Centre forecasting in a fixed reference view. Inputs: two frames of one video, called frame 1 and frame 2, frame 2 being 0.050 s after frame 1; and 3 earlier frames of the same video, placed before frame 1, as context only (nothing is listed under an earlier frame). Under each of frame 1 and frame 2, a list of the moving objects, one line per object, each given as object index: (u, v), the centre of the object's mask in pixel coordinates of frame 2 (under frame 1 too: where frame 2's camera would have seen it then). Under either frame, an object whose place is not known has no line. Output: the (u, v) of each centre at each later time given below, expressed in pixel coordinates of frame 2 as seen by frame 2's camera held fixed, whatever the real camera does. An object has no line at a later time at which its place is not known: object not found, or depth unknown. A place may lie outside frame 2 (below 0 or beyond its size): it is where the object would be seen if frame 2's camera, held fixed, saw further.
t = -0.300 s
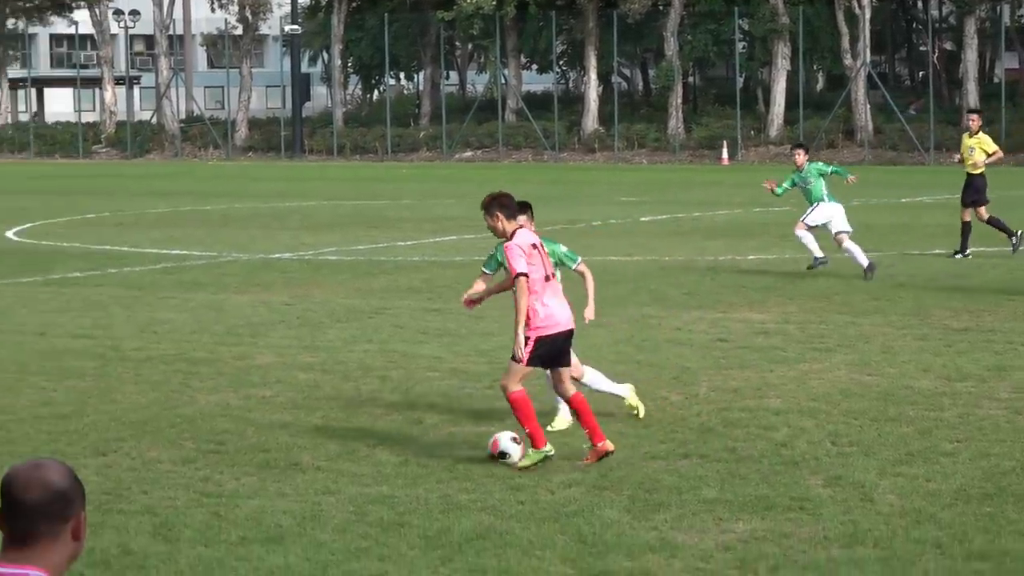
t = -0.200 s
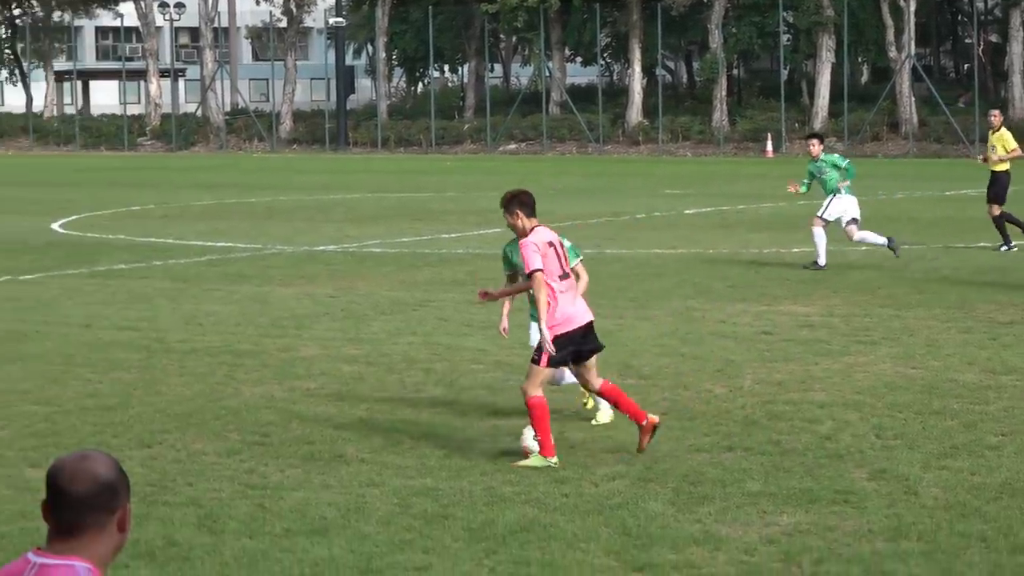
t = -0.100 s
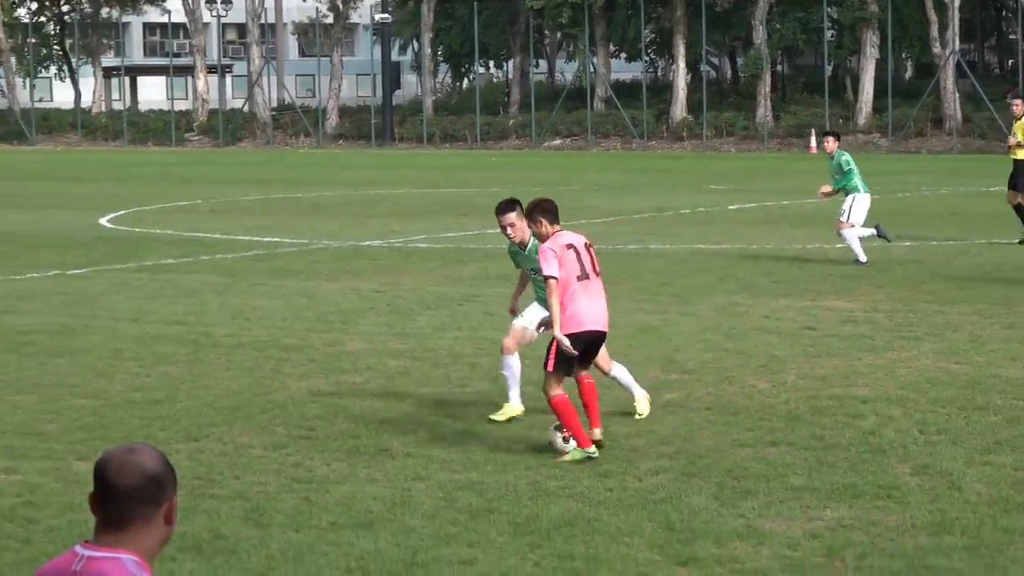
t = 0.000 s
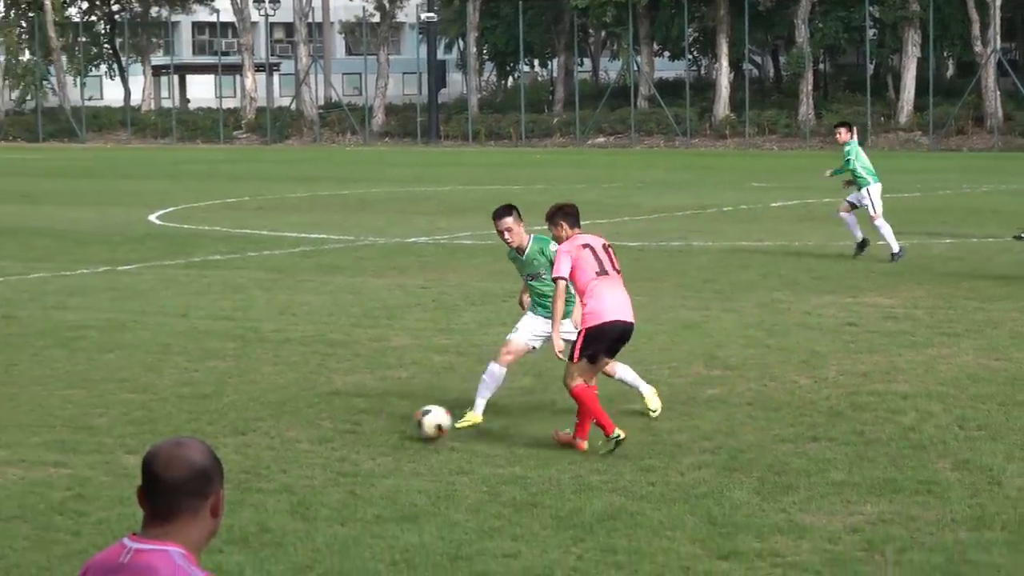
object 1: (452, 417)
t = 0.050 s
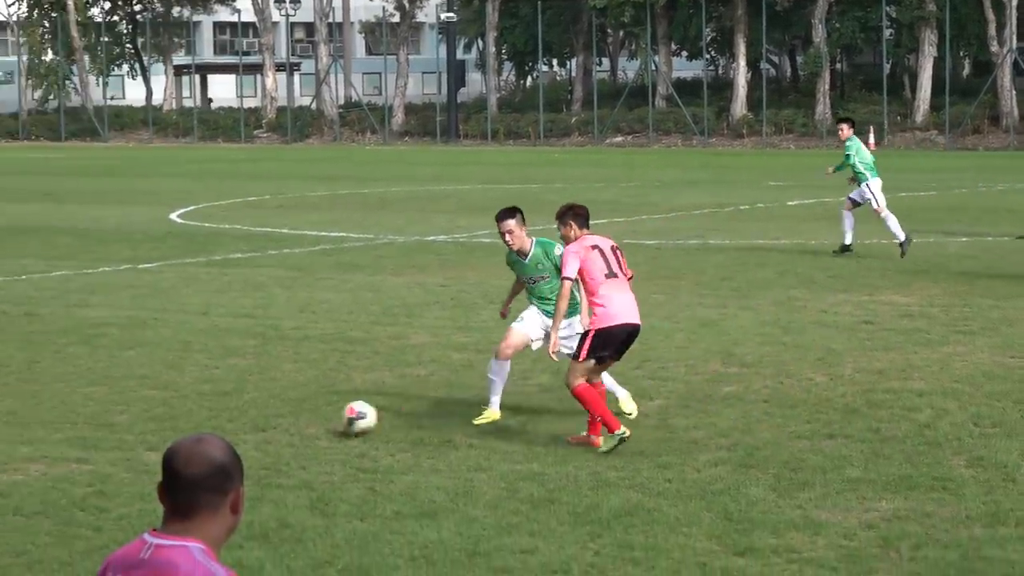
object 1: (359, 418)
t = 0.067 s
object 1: (329, 419)
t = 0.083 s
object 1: (300, 419)
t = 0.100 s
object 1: (268, 419)
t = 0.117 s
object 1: (240, 419)
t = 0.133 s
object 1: (213, 417)
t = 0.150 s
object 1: (187, 414)
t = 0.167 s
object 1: (161, 412)
